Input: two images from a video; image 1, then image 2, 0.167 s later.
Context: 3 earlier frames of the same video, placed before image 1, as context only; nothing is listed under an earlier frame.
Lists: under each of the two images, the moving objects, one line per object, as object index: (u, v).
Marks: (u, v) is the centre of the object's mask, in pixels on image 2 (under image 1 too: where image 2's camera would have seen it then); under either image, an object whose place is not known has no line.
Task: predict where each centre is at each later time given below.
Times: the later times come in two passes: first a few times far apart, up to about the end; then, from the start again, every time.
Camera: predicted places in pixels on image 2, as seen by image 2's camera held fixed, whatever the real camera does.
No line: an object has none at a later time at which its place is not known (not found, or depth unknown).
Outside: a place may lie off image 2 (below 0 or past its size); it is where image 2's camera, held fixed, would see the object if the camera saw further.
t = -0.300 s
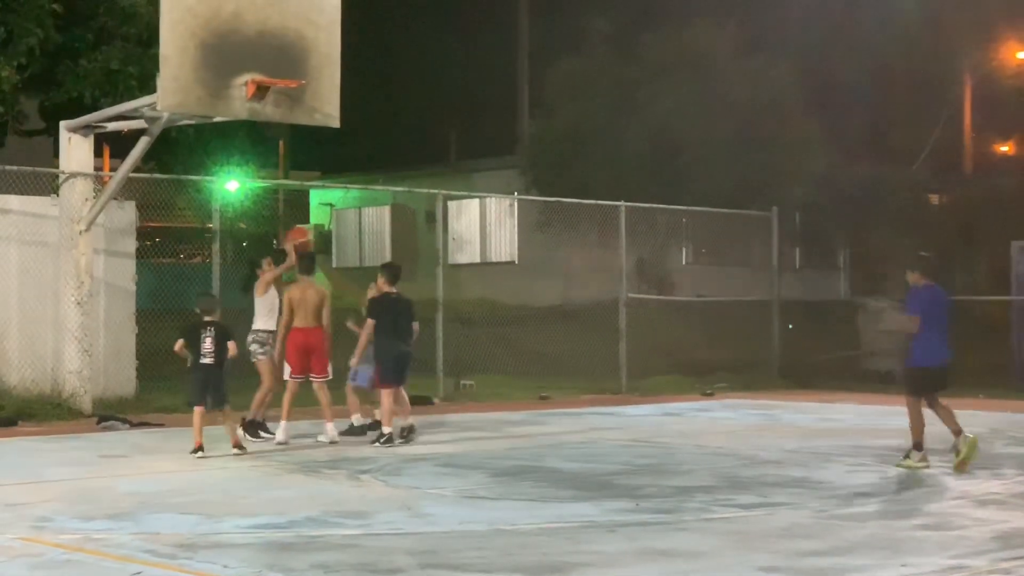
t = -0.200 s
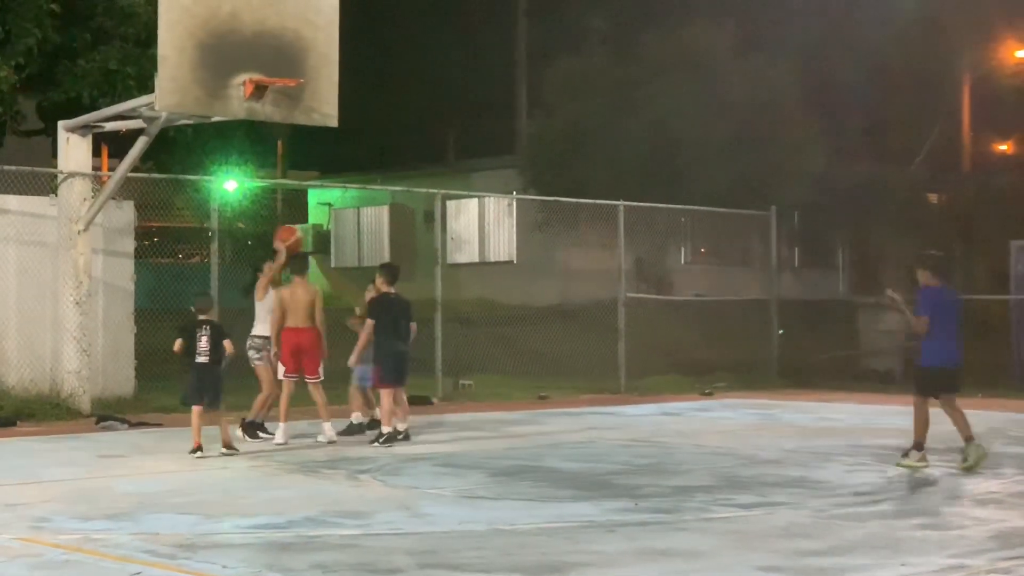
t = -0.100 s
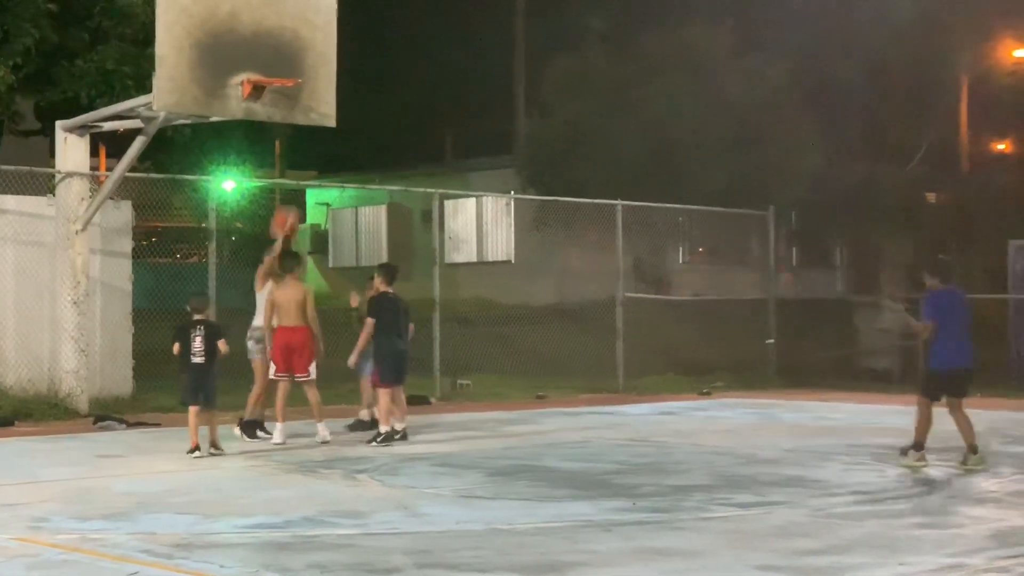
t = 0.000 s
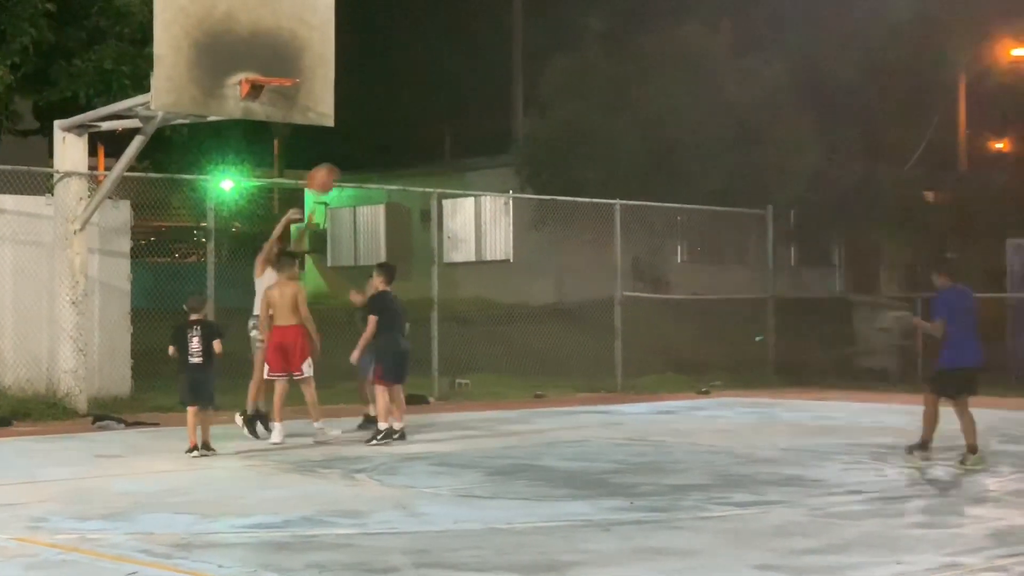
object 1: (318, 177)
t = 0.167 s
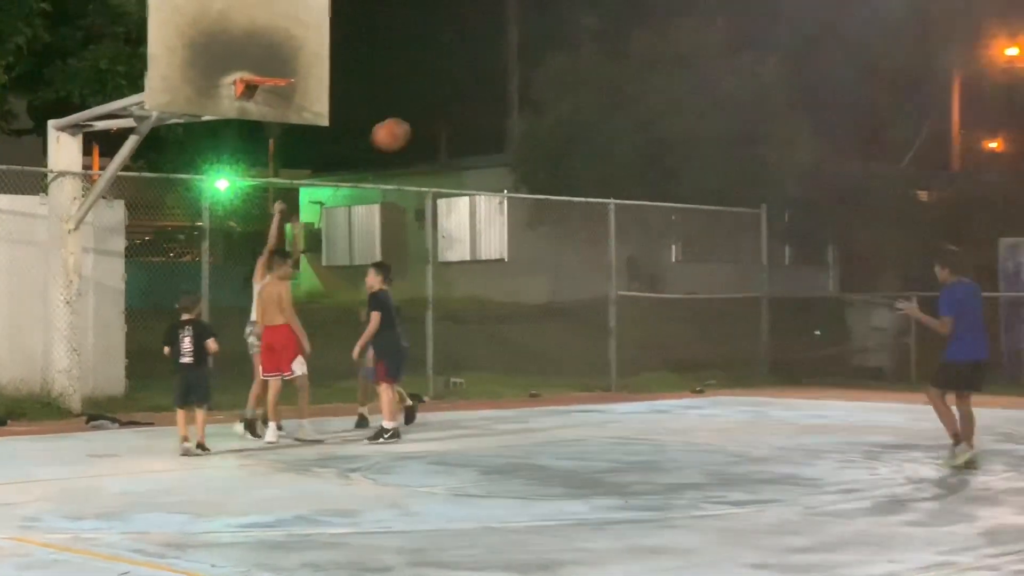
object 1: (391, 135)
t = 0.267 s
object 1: (437, 122)
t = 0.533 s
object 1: (574, 150)
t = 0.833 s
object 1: (748, 310)
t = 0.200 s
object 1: (406, 129)
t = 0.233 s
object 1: (421, 125)
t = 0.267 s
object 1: (437, 122)
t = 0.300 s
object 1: (452, 120)
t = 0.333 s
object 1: (470, 119)
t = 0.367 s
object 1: (487, 120)
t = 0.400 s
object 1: (504, 122)
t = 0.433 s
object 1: (519, 127)
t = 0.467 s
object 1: (537, 133)
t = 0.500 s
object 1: (555, 140)
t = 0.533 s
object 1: (574, 150)
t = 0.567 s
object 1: (592, 159)
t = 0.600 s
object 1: (610, 172)
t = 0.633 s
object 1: (629, 184)
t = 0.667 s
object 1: (648, 200)
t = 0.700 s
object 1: (668, 218)
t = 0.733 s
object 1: (686, 238)
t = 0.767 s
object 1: (708, 262)
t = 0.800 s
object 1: (729, 285)
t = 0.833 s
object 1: (748, 310)
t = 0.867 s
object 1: (770, 337)
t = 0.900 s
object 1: (792, 365)
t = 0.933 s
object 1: (814, 395)
